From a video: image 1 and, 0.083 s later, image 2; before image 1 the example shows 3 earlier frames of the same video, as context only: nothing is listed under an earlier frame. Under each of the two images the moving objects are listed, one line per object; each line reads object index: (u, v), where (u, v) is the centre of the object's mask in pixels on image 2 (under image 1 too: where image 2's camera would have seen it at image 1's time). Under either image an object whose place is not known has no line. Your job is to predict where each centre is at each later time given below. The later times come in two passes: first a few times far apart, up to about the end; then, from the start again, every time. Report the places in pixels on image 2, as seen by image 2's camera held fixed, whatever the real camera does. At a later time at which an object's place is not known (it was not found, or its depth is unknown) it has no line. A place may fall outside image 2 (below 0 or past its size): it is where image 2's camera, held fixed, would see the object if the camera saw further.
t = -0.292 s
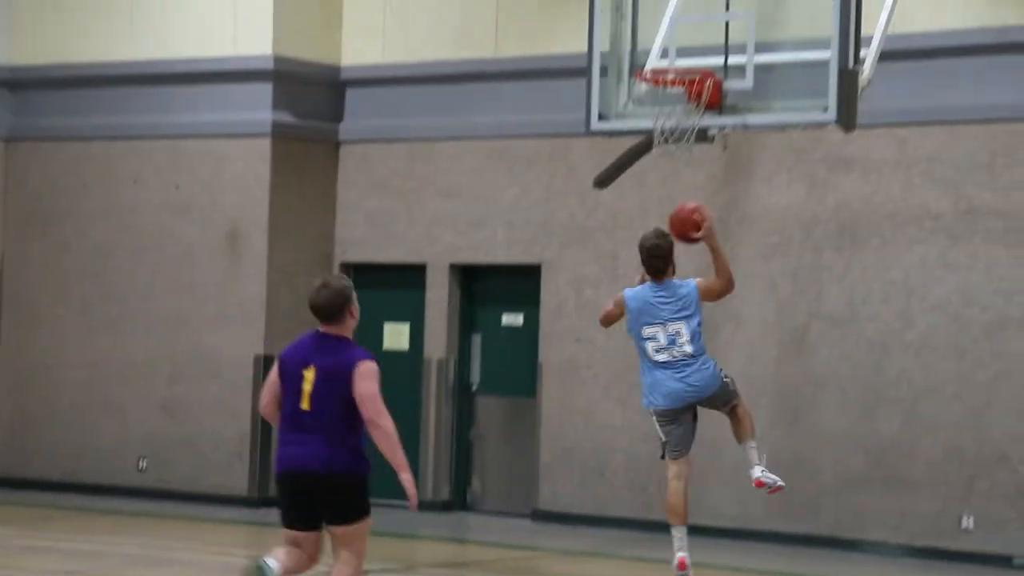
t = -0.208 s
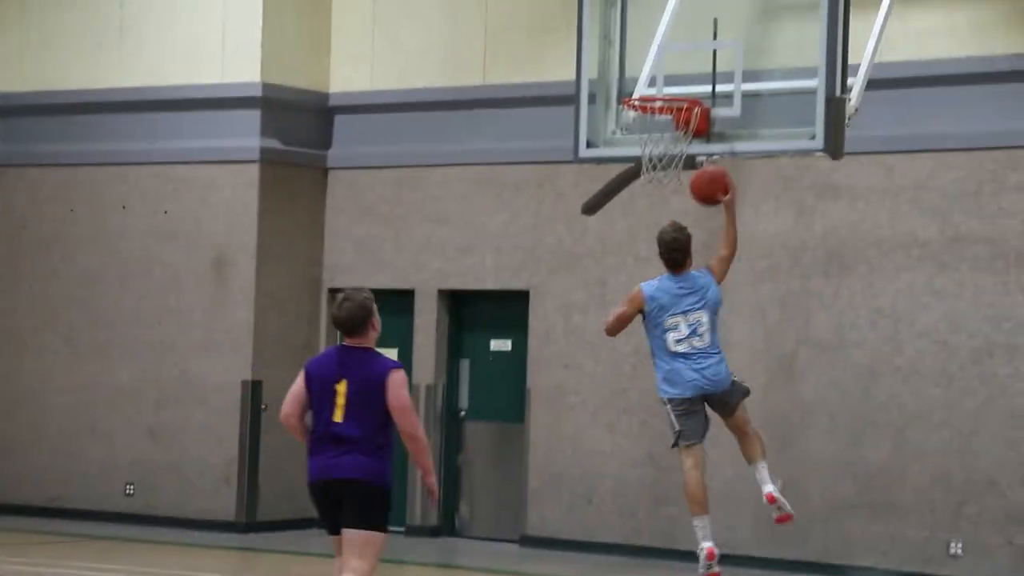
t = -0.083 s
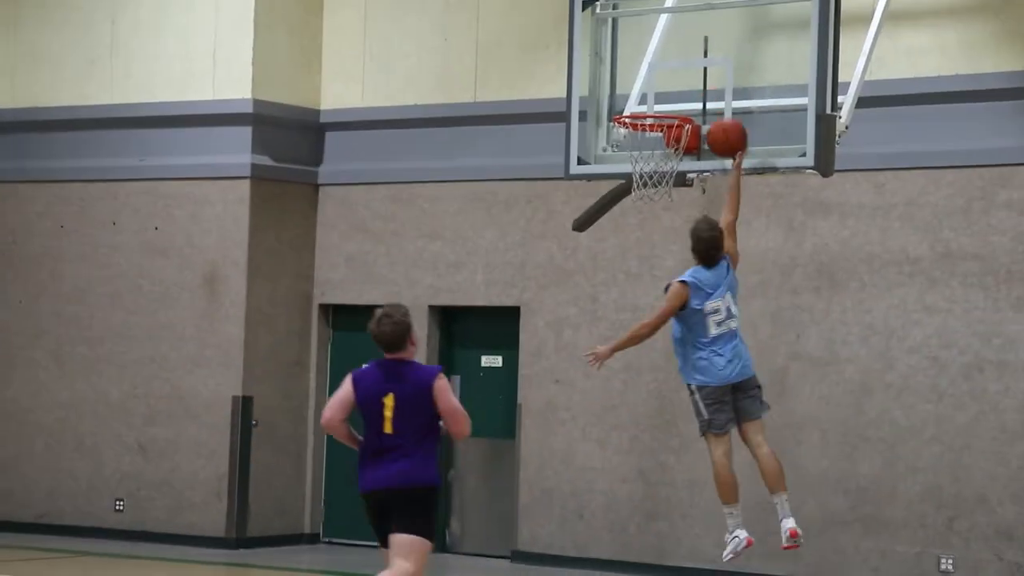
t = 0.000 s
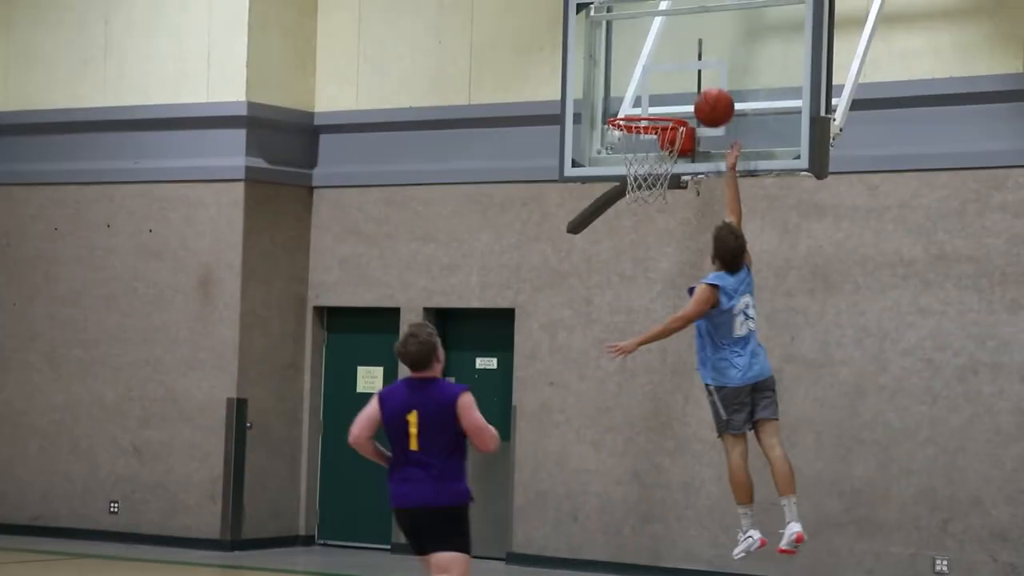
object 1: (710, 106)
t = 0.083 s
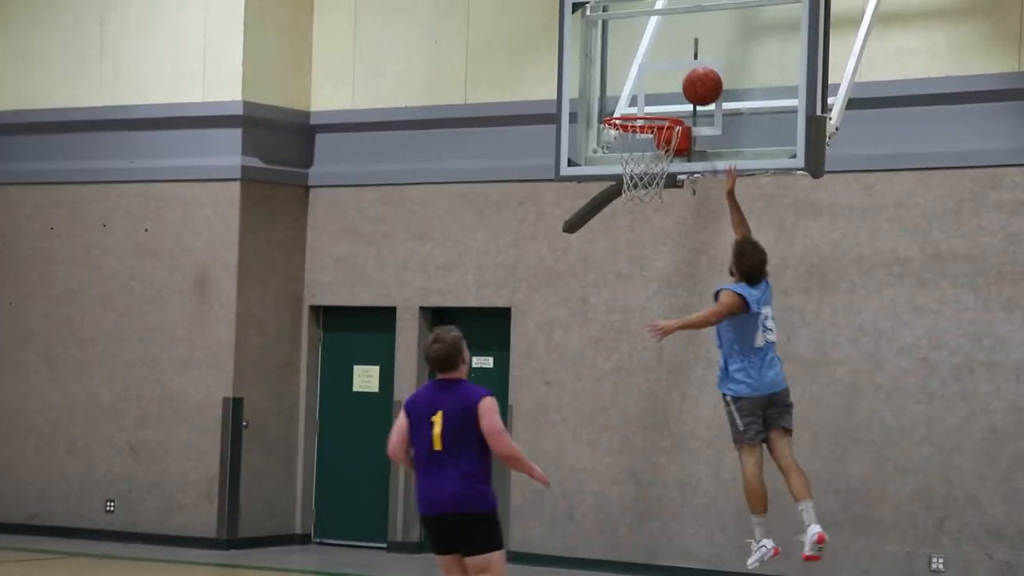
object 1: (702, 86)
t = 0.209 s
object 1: (684, 71)
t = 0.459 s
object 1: (635, 104)
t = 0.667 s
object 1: (616, 181)
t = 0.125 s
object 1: (698, 81)
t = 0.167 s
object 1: (691, 75)
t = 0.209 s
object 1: (684, 71)
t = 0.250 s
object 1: (676, 71)
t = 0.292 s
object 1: (668, 72)
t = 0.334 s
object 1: (660, 77)
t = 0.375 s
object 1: (652, 85)
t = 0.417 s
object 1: (643, 95)
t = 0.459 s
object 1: (635, 104)
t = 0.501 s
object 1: (627, 125)
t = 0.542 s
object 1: (620, 140)
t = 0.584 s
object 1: (616, 157)
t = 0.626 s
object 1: (615, 169)
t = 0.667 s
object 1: (616, 181)
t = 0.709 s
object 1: (617, 198)
